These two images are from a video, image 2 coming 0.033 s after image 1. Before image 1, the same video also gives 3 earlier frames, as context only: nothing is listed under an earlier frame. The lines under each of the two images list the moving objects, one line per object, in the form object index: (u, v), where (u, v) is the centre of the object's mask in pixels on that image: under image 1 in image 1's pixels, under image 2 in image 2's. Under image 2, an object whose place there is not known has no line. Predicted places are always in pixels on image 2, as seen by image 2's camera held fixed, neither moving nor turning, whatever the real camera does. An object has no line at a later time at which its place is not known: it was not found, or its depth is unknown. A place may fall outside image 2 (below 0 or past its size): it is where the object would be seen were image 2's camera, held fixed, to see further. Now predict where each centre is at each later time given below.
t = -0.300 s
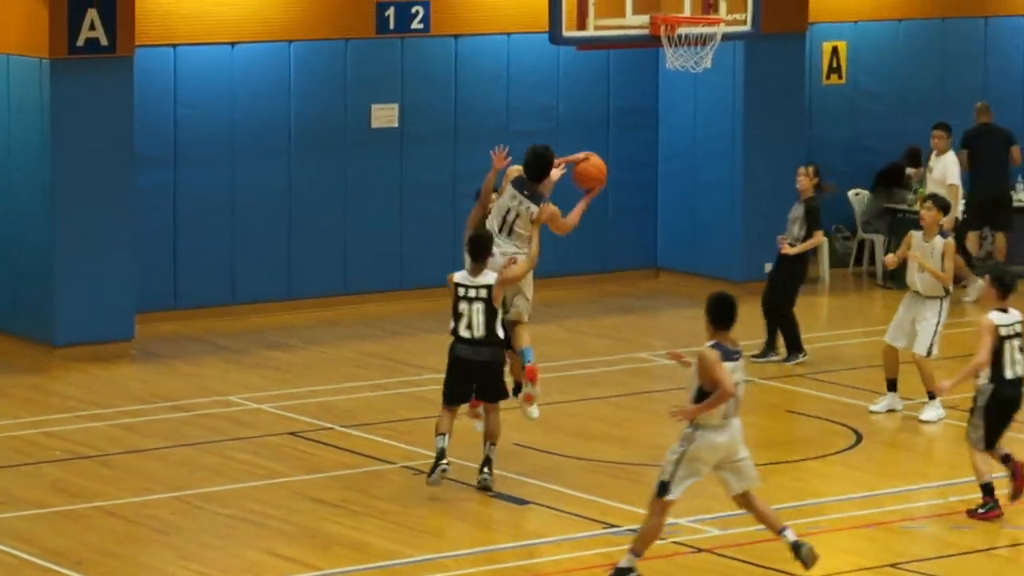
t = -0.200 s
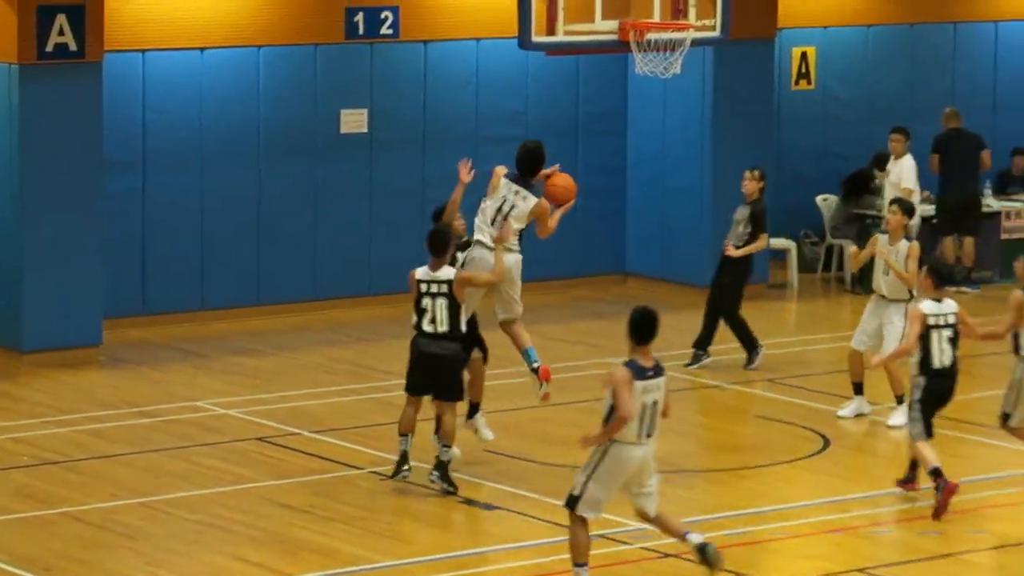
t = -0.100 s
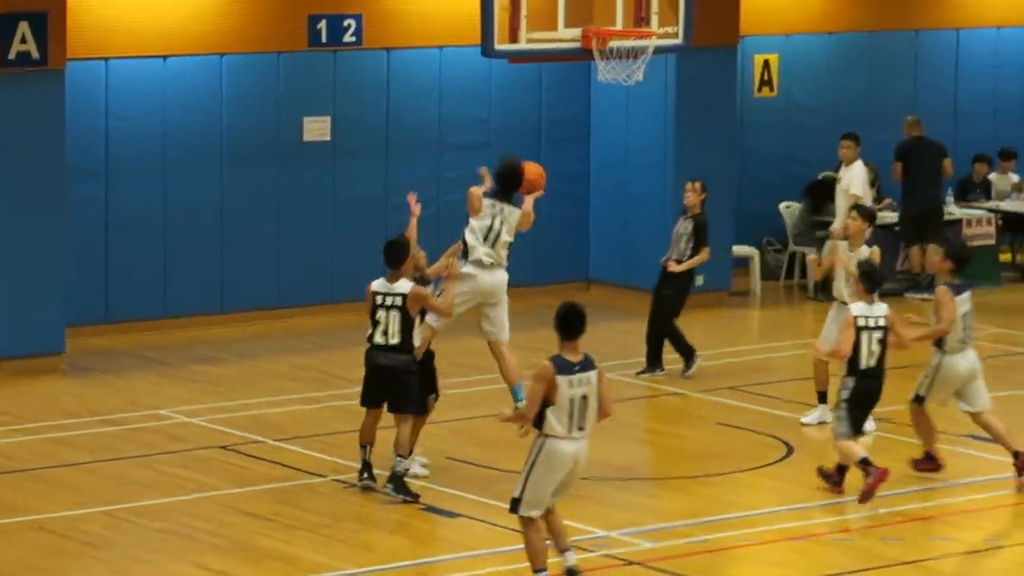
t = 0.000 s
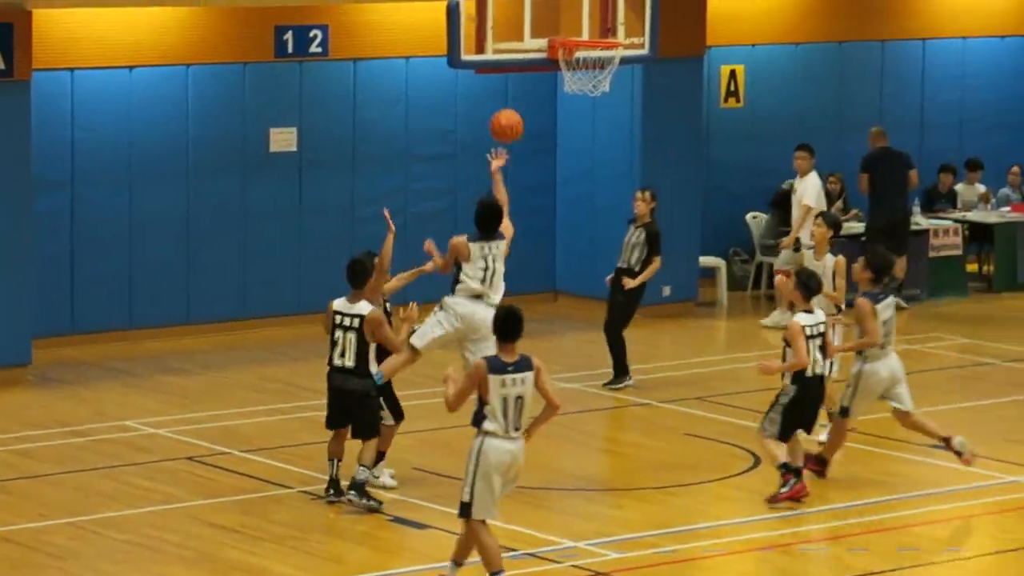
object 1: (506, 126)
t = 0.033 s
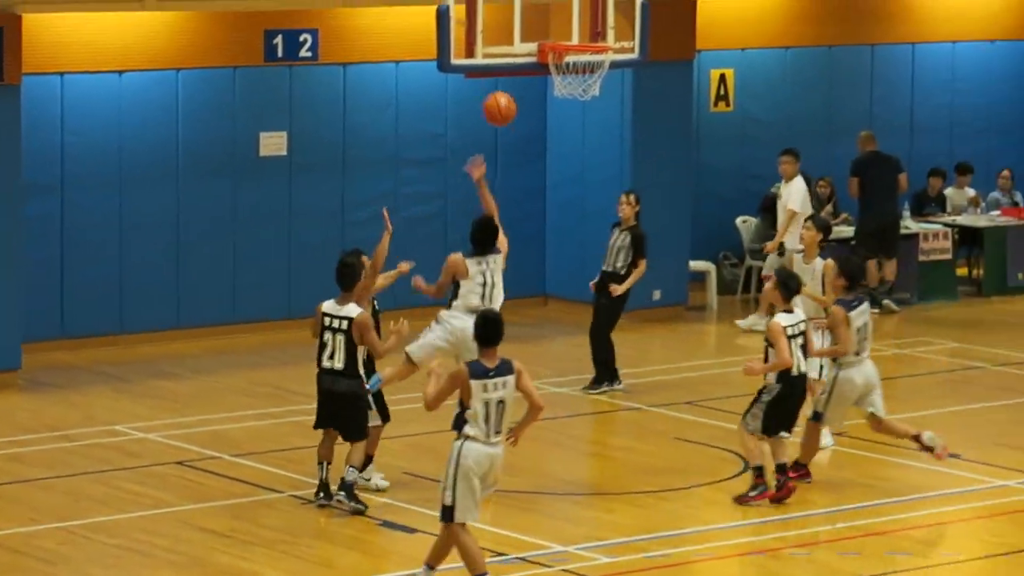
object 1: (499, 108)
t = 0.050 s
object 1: (501, 98)
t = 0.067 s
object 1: (503, 89)
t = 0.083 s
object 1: (505, 80)
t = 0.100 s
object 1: (506, 72)
